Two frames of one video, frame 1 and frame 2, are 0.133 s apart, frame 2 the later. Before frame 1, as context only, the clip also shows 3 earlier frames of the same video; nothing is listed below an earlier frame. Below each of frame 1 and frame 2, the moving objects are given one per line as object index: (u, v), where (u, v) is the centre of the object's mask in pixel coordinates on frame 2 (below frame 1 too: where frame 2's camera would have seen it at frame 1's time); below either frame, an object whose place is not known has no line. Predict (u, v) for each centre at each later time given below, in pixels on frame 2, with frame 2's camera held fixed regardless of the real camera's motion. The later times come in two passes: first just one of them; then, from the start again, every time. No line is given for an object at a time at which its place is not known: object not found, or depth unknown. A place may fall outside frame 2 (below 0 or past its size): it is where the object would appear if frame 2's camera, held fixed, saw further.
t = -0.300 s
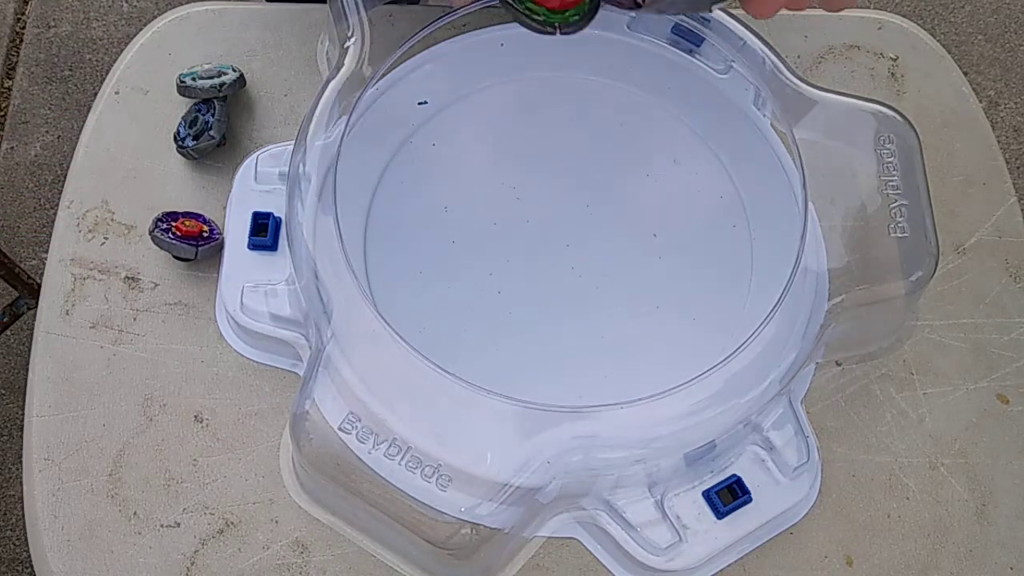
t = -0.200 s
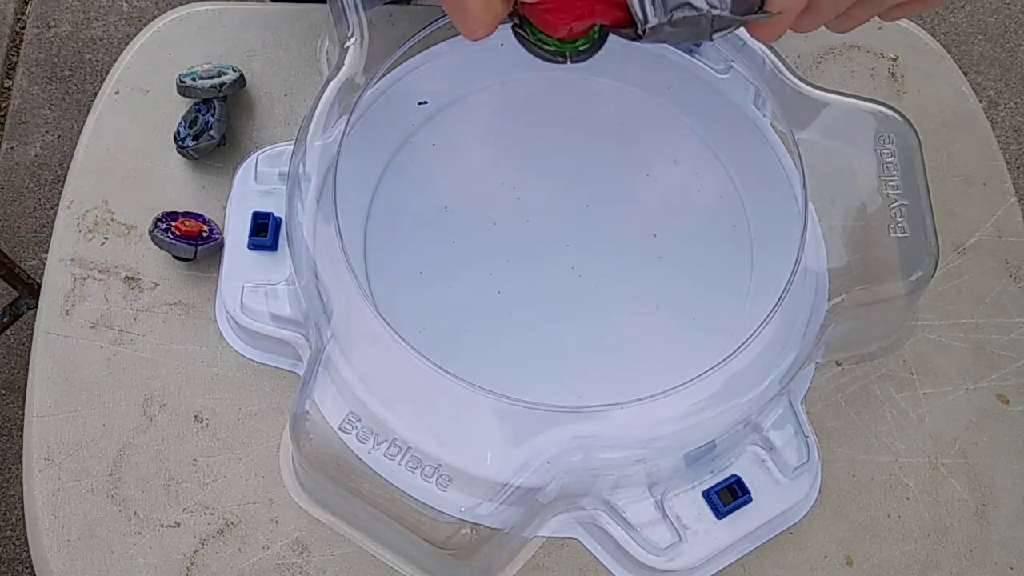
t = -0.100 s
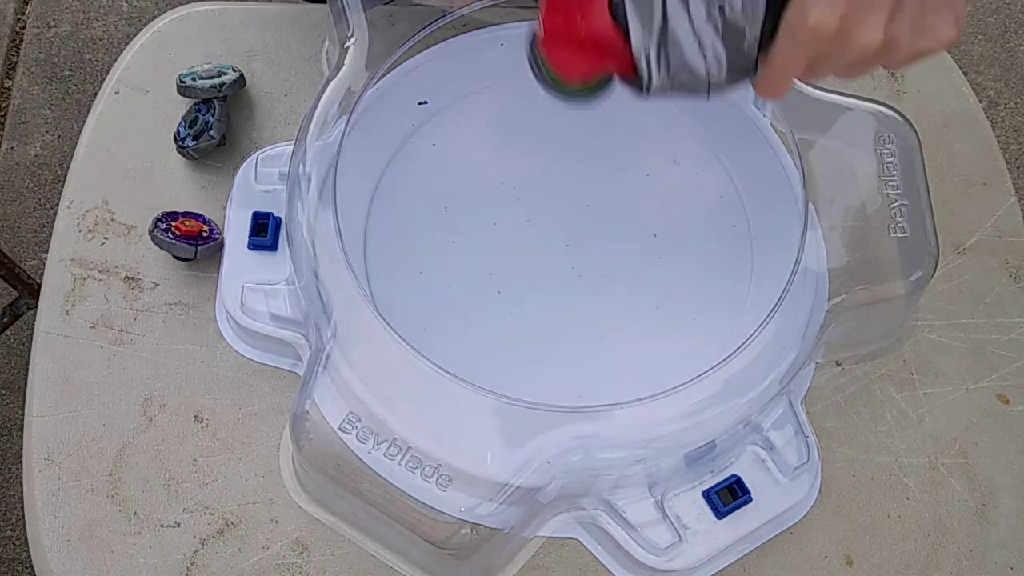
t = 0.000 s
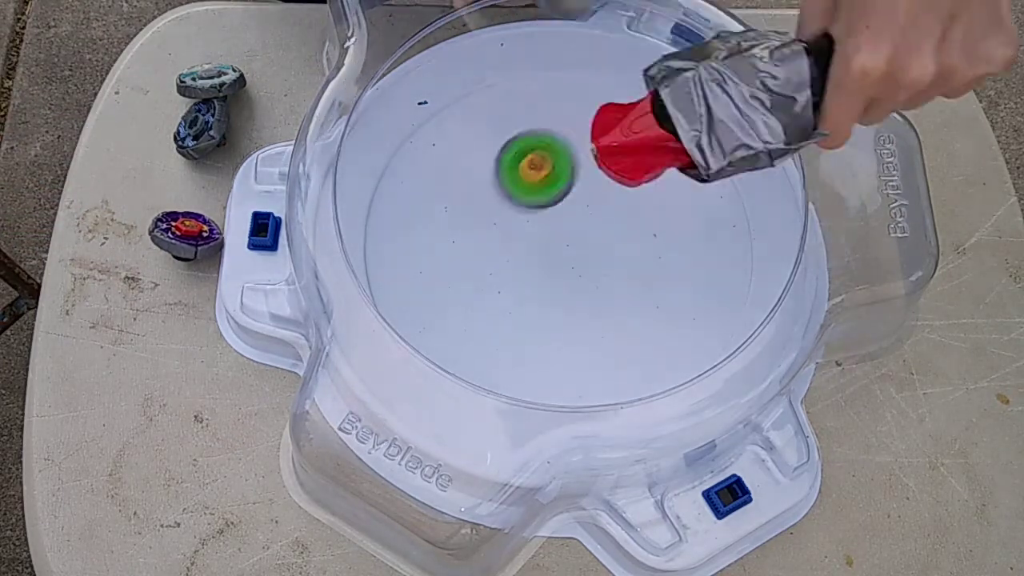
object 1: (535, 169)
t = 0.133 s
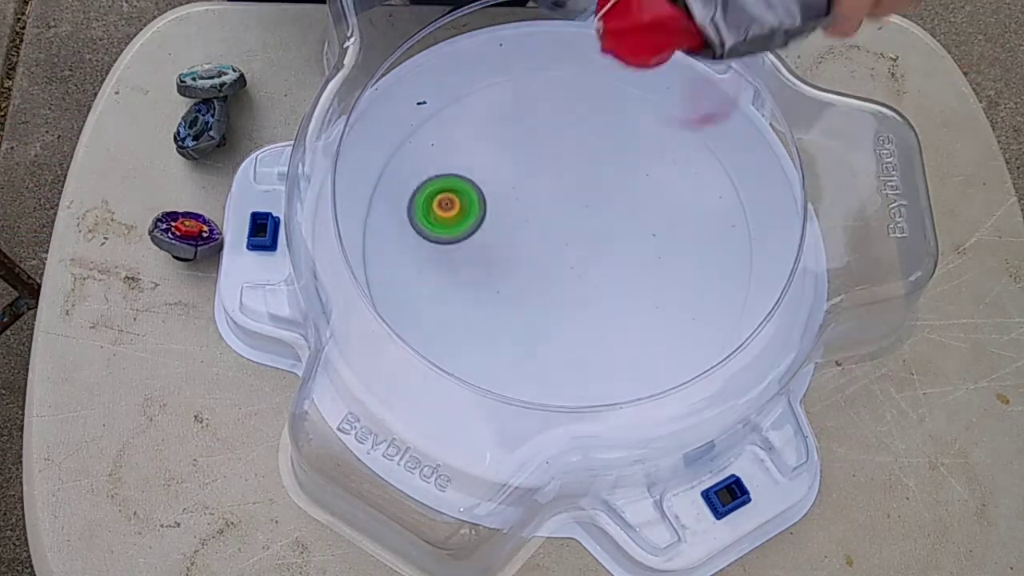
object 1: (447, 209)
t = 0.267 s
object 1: (424, 217)
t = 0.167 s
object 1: (436, 205)
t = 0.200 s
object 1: (427, 209)
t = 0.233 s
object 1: (418, 221)
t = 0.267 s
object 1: (424, 217)
